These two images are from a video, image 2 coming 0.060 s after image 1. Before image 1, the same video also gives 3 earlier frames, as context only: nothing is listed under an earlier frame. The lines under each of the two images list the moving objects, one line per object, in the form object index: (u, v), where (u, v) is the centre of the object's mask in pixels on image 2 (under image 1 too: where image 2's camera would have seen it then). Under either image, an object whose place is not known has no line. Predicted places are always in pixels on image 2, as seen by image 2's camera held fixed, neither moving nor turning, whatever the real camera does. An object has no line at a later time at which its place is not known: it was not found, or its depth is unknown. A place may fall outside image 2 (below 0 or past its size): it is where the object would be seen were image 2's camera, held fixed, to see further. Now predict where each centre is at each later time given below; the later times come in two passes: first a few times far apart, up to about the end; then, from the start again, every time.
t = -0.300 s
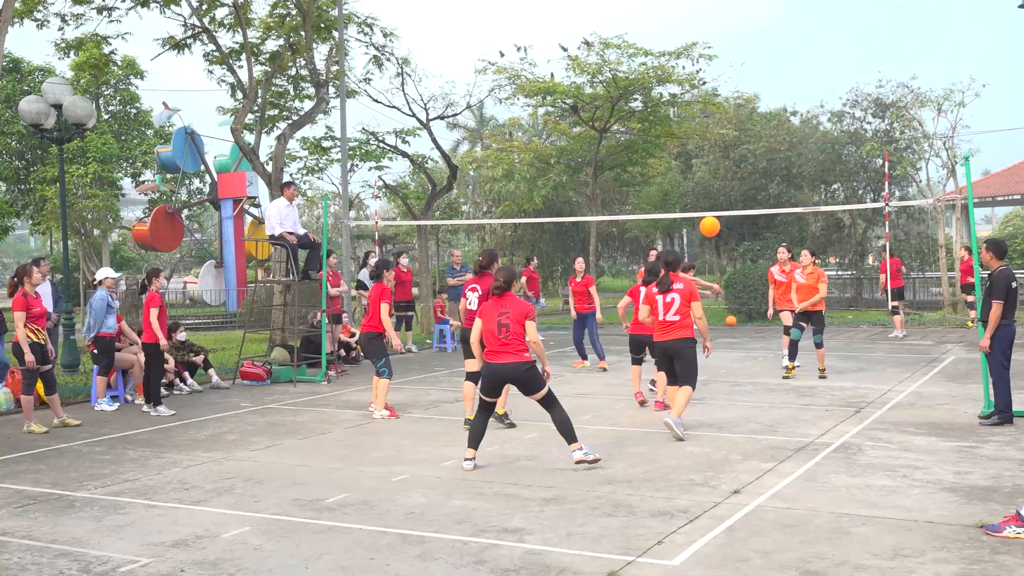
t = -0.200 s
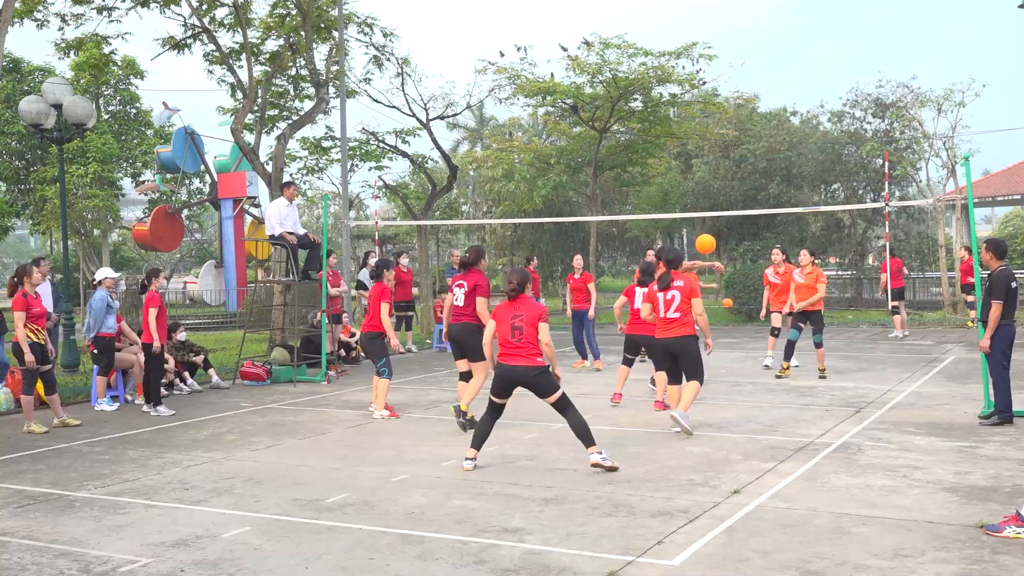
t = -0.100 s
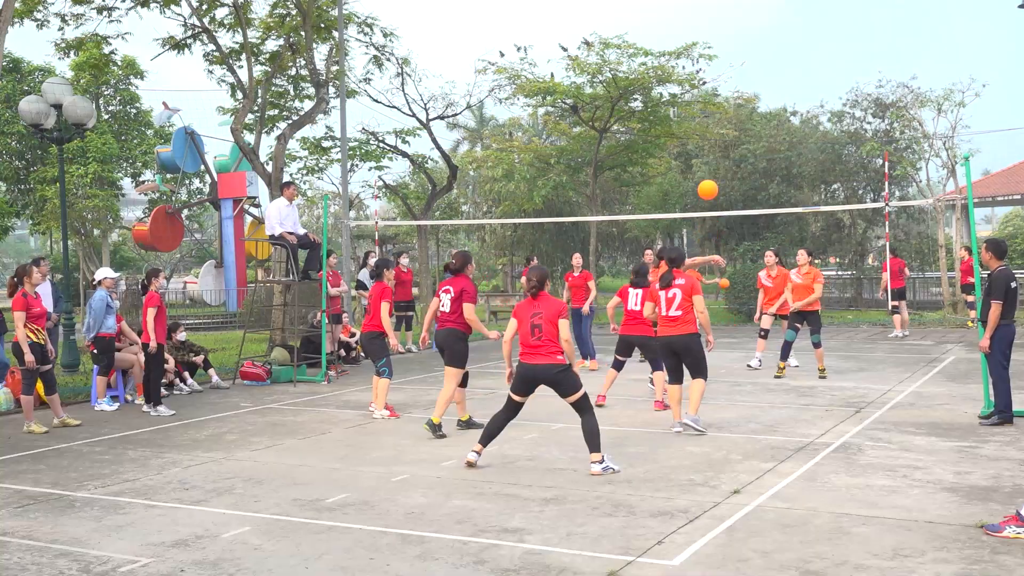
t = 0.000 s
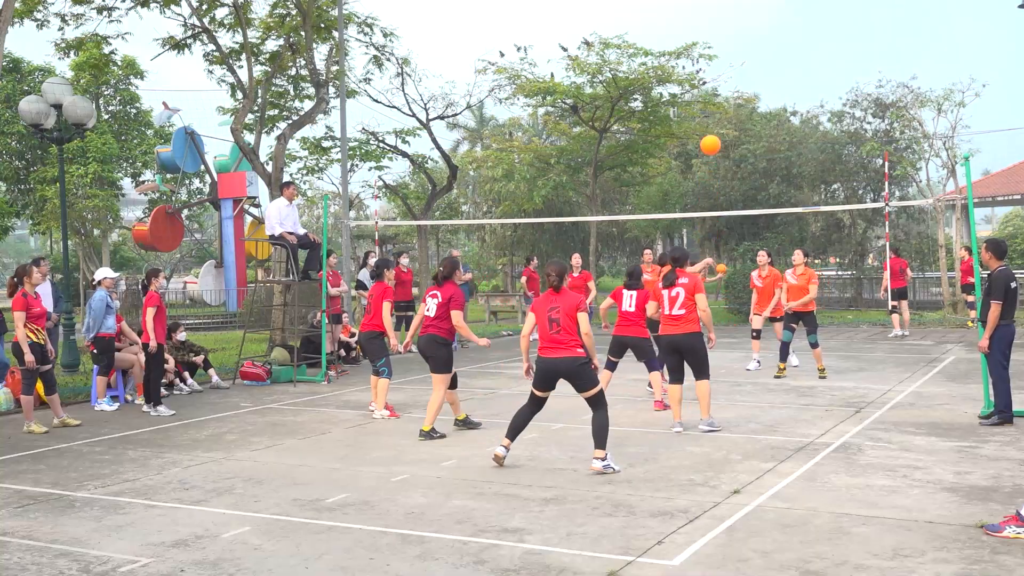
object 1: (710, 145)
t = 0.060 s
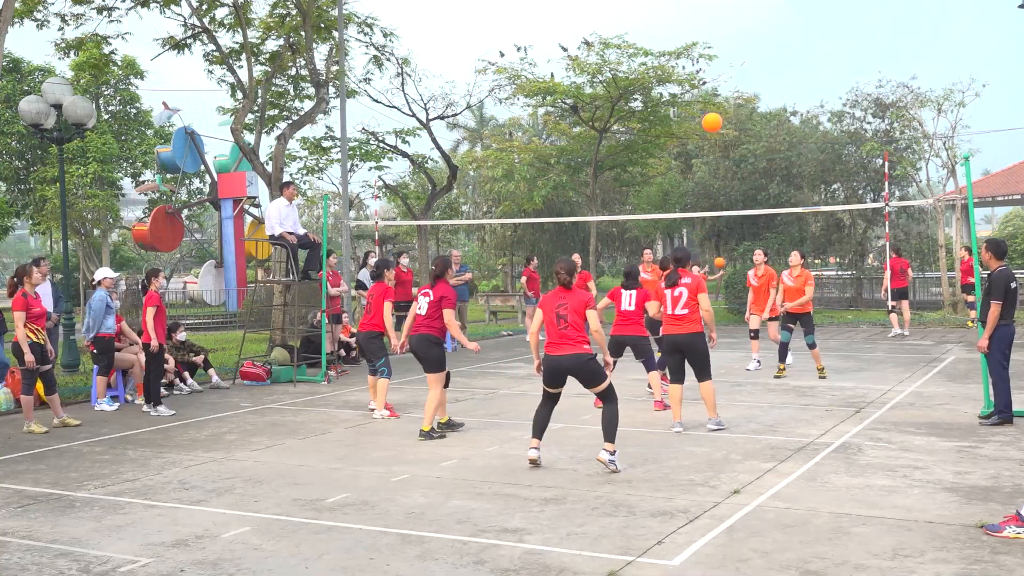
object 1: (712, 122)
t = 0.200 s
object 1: (716, 83)
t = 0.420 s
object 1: (723, 56)
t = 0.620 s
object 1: (730, 67)
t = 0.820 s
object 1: (738, 110)
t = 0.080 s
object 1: (713, 116)
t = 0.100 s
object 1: (713, 109)
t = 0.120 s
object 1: (714, 104)
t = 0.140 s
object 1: (714, 98)
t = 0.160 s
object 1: (714, 93)
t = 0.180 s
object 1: (715, 88)
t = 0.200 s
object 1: (716, 83)
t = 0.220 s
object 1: (716, 79)
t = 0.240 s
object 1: (717, 75)
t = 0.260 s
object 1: (718, 71)
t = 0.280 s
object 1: (718, 68)
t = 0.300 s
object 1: (719, 66)
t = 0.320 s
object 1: (719, 63)
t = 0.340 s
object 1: (720, 61)
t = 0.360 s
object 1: (721, 59)
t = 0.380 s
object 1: (721, 58)
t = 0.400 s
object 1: (722, 57)
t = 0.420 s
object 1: (723, 56)
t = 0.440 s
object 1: (723, 56)
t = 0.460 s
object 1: (724, 56)
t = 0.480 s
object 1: (724, 56)
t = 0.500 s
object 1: (725, 57)
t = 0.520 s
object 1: (726, 58)
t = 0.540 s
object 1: (727, 59)
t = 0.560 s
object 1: (727, 61)
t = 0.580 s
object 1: (728, 63)
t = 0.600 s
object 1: (729, 65)
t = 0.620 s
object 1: (730, 67)
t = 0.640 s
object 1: (730, 70)
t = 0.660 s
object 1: (731, 73)
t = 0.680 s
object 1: (732, 77)
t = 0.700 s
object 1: (733, 80)
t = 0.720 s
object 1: (734, 85)
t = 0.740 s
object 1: (734, 89)
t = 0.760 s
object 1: (735, 94)
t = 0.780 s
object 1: (736, 99)
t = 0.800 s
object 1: (737, 104)
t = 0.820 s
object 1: (738, 110)
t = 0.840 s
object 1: (739, 116)
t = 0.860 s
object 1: (740, 122)
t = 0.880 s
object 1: (740, 128)
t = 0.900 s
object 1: (741, 135)
